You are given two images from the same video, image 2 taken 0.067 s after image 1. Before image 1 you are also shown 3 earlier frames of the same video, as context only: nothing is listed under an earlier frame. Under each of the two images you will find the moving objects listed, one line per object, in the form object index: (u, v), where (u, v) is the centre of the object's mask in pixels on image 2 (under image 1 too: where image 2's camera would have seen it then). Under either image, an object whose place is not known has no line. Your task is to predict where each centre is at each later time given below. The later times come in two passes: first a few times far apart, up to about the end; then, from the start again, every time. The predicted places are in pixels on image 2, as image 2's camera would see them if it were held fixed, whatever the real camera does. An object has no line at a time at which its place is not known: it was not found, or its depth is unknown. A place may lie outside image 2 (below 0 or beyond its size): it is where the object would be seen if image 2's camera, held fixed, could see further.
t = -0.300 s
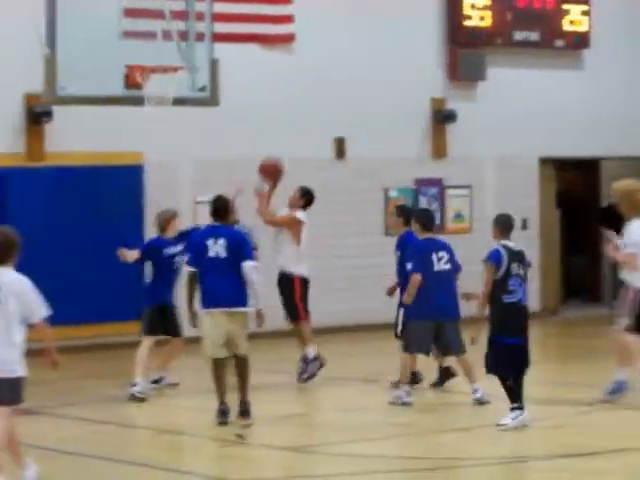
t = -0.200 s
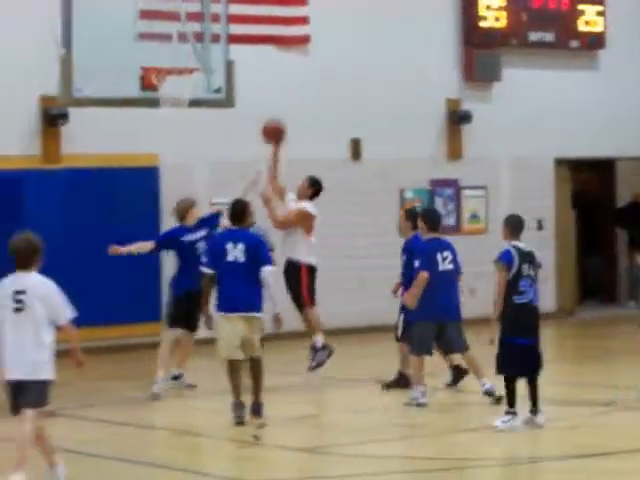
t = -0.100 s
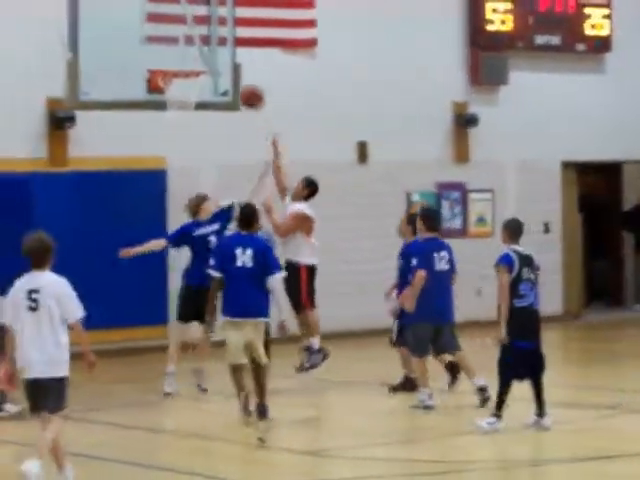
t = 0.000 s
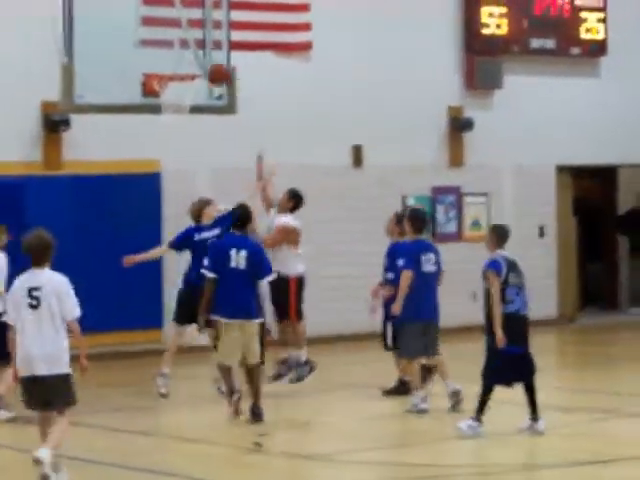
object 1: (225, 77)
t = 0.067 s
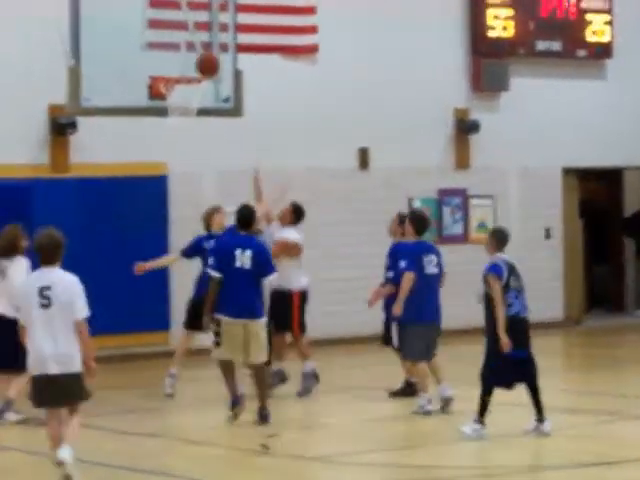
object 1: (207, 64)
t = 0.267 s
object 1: (199, 64)
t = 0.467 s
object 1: (187, 84)
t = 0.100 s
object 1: (205, 62)
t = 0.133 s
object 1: (204, 62)
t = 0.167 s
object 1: (203, 59)
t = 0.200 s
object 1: (201, 60)
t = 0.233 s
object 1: (200, 61)
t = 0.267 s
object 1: (199, 64)
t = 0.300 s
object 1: (197, 68)
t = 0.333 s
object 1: (195, 70)
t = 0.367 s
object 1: (193, 72)
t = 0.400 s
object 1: (191, 77)
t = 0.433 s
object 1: (189, 80)
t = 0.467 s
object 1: (187, 84)
